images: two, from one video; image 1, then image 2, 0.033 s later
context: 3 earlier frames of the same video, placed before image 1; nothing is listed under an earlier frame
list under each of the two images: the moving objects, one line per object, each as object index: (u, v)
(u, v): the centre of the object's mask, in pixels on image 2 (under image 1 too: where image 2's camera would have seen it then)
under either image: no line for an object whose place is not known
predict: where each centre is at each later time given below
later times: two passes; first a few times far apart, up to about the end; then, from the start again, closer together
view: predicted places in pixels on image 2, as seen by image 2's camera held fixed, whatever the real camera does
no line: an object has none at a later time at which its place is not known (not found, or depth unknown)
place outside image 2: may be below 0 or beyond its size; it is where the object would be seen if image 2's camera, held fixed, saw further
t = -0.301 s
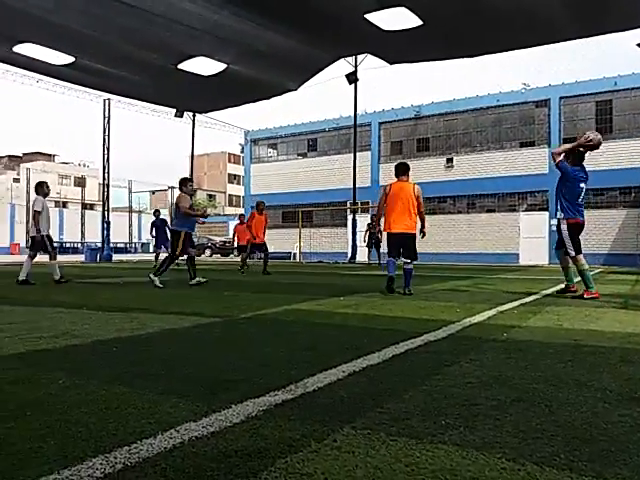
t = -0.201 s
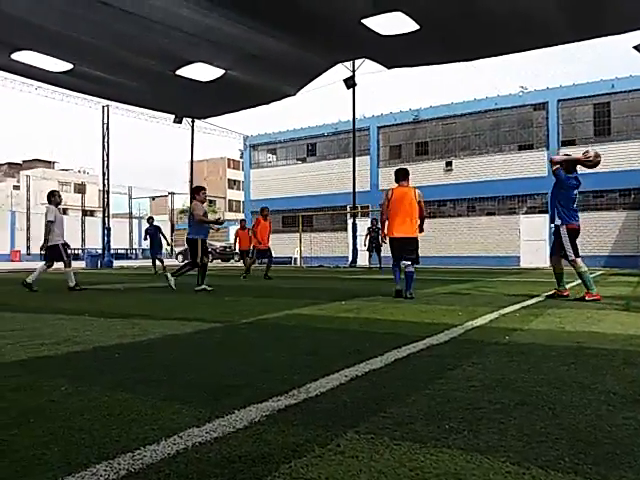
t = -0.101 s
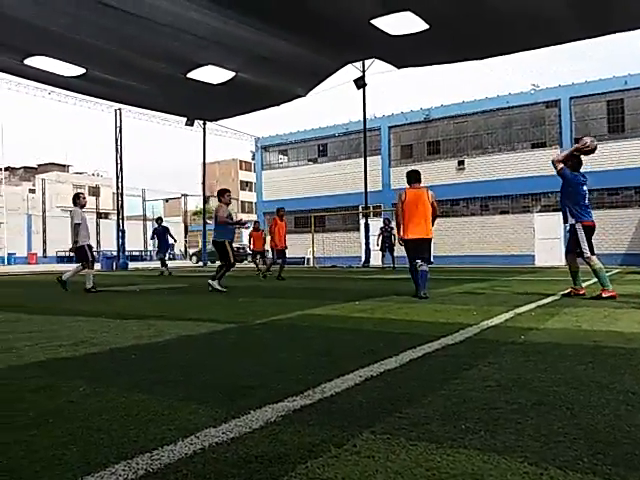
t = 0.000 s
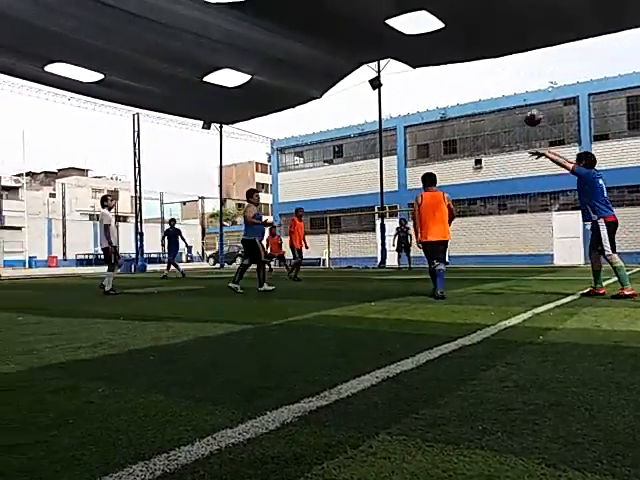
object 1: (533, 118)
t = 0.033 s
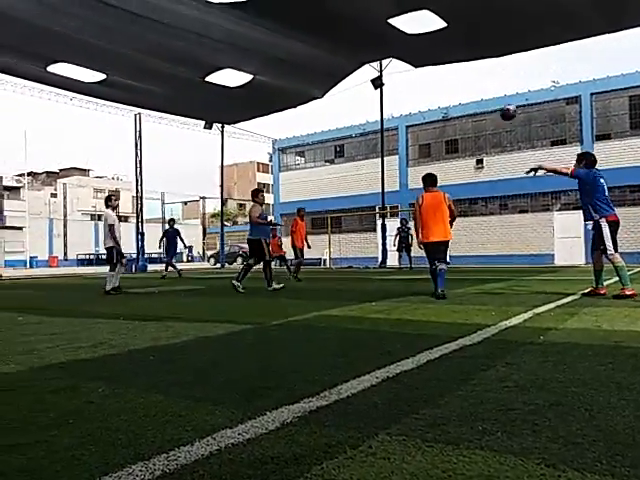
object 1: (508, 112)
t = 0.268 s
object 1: (364, 105)
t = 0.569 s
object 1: (251, 138)
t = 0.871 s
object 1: (181, 196)
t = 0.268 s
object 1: (364, 105)
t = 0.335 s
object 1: (334, 109)
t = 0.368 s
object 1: (320, 112)
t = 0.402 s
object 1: (307, 116)
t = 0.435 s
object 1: (294, 119)
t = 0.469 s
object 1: (282, 124)
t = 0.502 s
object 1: (271, 128)
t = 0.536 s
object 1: (260, 133)
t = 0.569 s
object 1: (251, 138)
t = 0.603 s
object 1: (241, 144)
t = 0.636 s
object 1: (232, 150)
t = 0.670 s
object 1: (224, 156)
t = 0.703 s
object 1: (215, 162)
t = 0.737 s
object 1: (208, 169)
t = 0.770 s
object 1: (200, 175)
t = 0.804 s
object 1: (193, 182)
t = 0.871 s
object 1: (181, 196)
